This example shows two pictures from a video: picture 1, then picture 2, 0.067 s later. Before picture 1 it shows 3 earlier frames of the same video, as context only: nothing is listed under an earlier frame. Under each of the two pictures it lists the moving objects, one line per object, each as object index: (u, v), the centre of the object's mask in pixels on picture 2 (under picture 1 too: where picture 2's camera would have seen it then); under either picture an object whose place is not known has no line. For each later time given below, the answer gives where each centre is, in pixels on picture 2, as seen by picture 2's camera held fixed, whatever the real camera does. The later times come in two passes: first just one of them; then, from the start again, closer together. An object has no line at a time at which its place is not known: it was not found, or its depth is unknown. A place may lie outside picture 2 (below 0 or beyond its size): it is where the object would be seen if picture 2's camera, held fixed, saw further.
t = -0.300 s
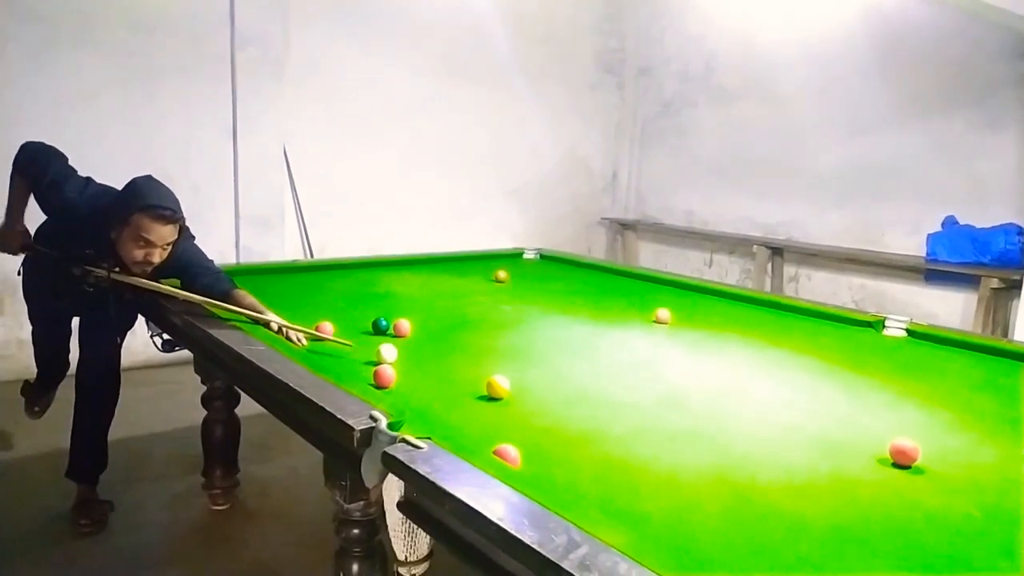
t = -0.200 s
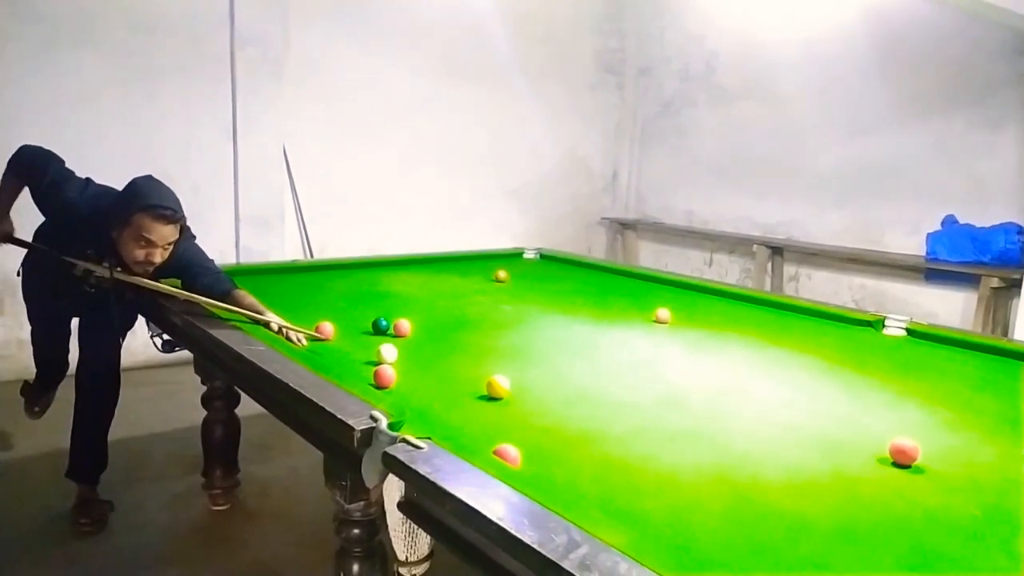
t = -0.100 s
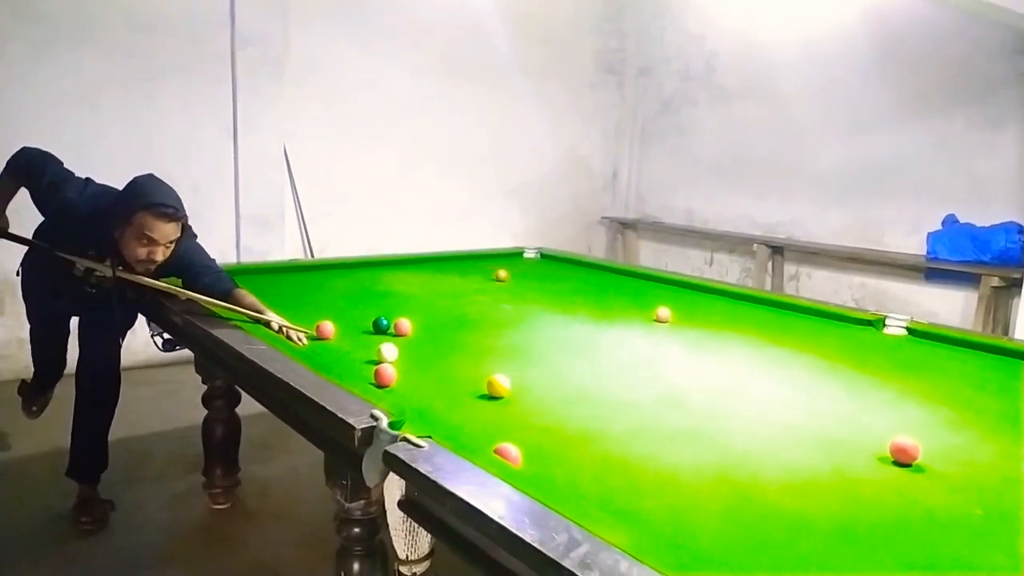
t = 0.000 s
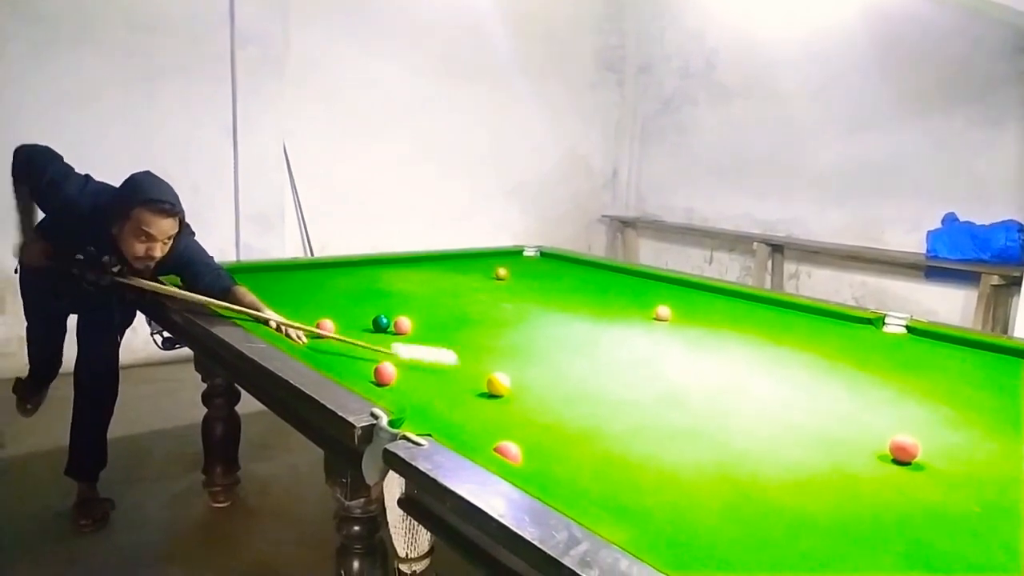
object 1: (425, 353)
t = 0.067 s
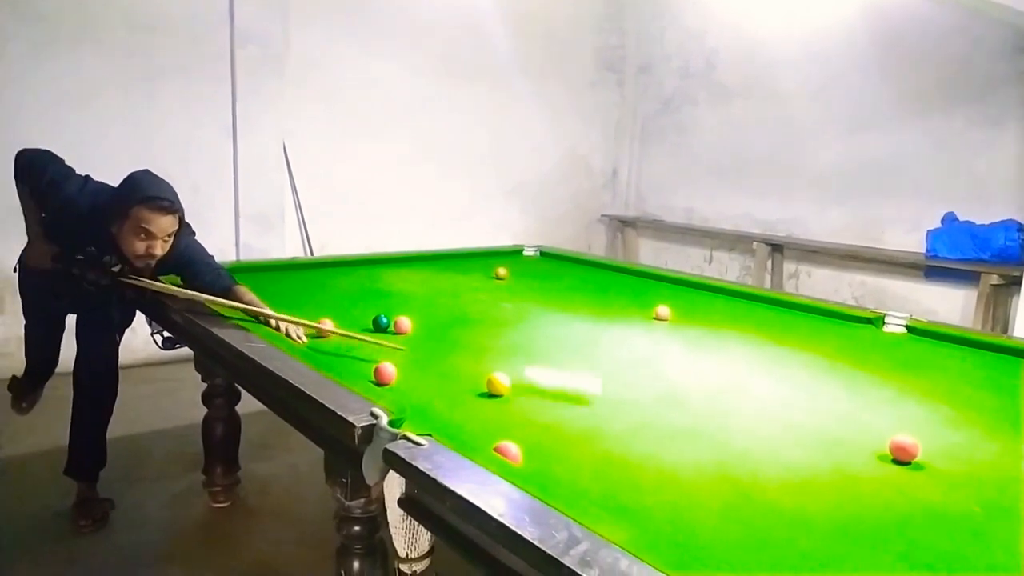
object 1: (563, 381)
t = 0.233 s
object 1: (889, 449)
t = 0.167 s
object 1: (809, 427)
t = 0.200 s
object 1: (876, 439)
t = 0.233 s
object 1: (889, 449)
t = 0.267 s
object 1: (899, 454)
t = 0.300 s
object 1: (911, 470)
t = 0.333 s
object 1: (925, 485)
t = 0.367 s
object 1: (940, 497)
